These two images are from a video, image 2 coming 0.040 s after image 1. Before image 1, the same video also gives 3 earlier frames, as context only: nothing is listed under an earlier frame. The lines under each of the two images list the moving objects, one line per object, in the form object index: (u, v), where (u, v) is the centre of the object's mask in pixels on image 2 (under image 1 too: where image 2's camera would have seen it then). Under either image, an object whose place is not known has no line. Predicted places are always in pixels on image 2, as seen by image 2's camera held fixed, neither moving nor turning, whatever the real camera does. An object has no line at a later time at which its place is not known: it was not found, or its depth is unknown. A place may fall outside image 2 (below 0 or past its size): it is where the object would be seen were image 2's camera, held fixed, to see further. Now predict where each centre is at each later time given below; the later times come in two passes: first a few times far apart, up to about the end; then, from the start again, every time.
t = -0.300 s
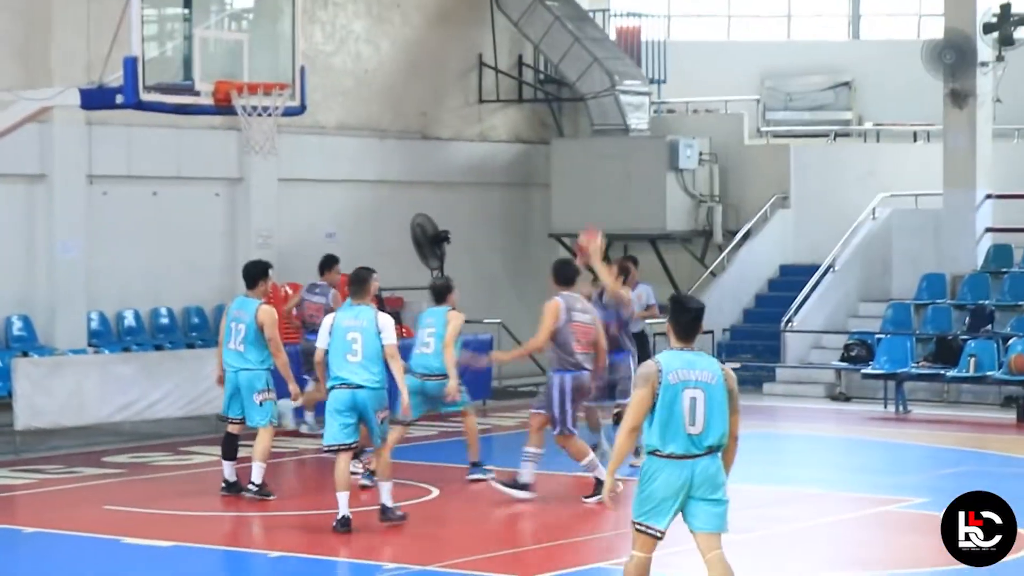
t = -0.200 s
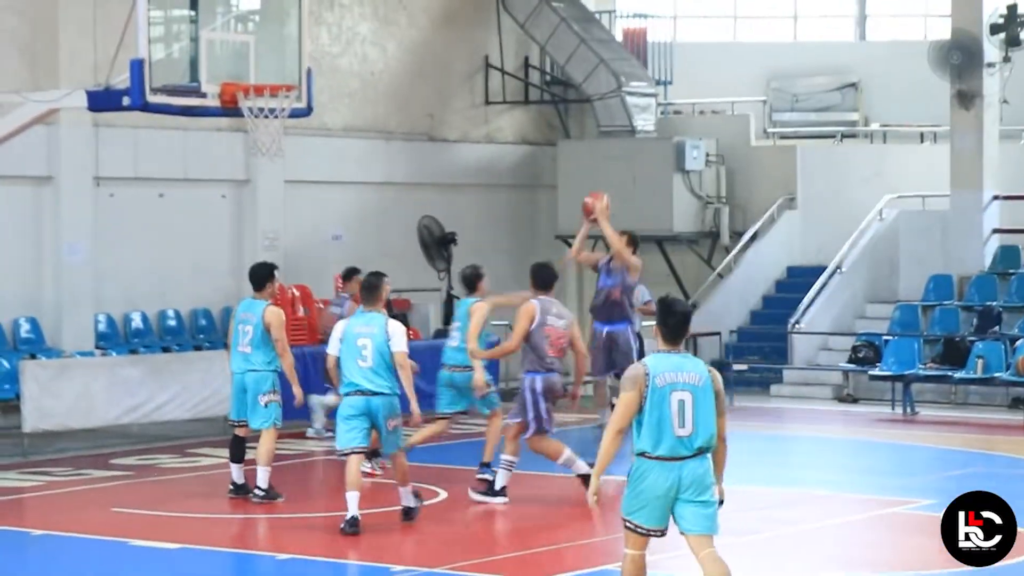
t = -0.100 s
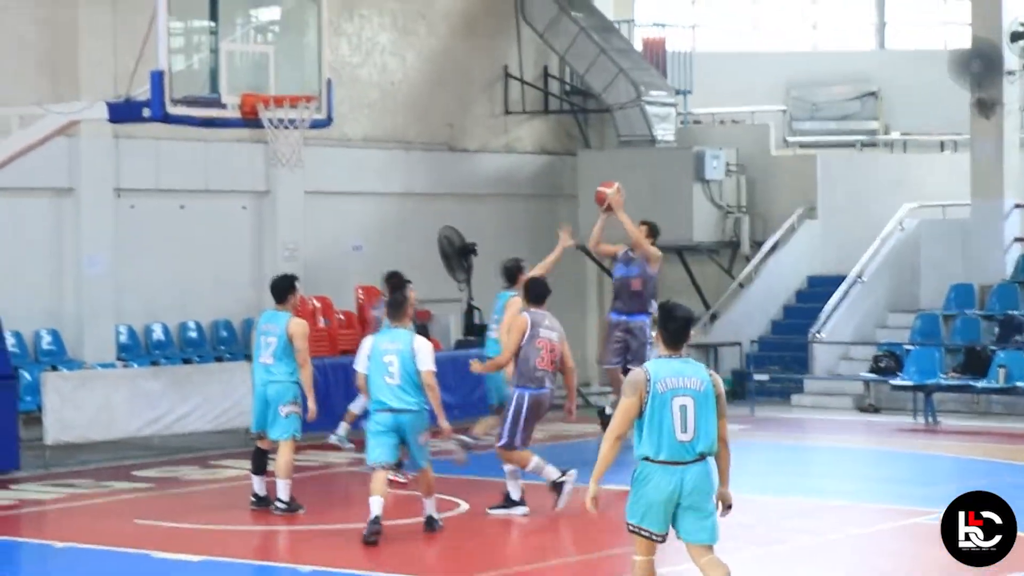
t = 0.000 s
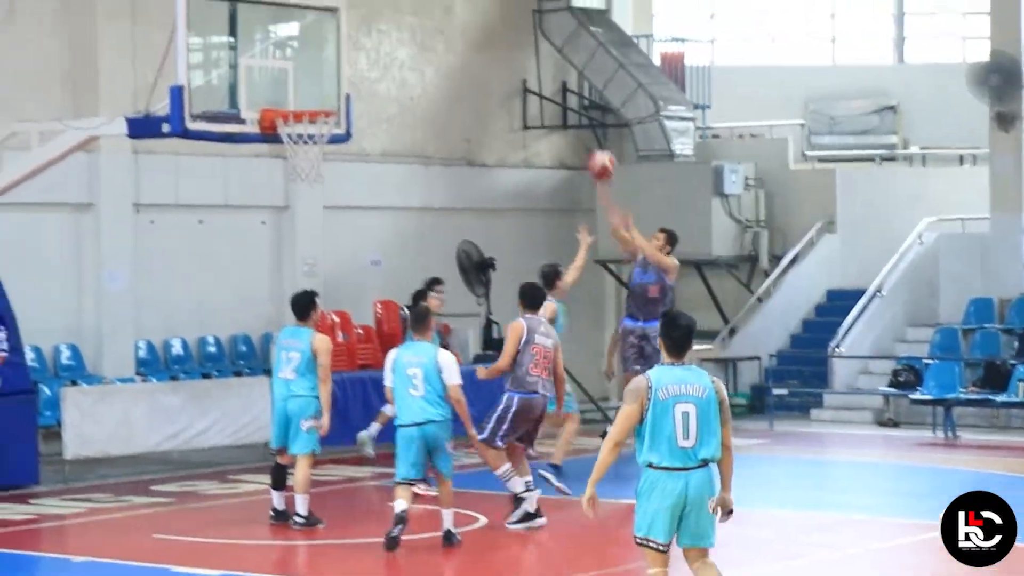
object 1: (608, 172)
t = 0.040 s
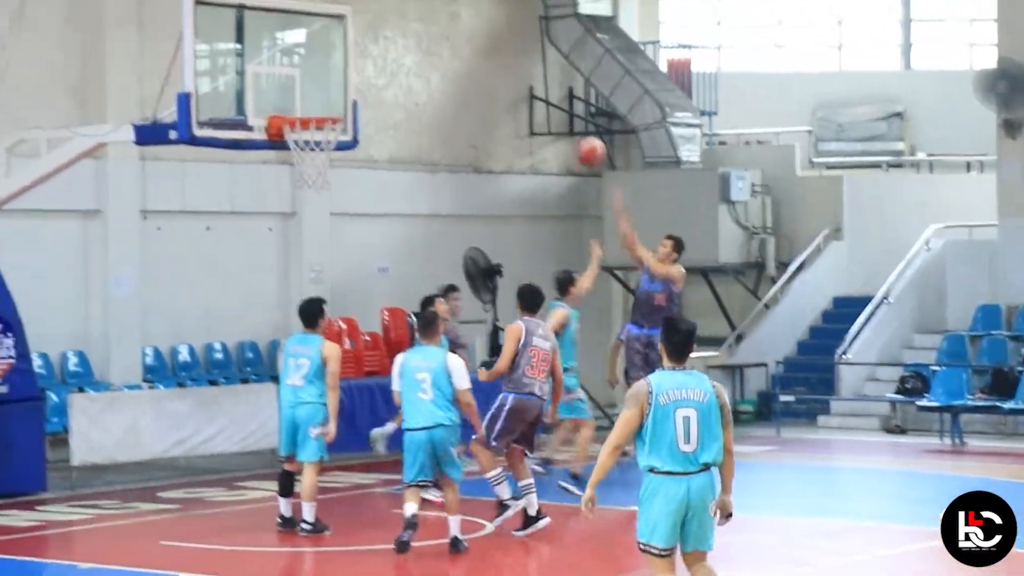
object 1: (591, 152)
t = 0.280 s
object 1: (481, 66)
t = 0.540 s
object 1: (361, 46)
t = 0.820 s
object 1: (298, 104)
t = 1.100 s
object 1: (372, 80)
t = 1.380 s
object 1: (429, 131)
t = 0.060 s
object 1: (583, 141)
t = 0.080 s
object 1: (573, 132)
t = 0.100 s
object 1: (564, 124)
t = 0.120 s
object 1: (555, 116)
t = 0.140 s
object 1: (546, 108)
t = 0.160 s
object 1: (536, 100)
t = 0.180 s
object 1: (527, 94)
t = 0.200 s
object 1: (518, 86)
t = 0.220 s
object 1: (509, 80)
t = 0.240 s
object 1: (500, 75)
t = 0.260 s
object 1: (490, 70)
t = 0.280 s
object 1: (481, 66)
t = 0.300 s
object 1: (473, 61)
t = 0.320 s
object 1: (463, 57)
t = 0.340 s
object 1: (454, 54)
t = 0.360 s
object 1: (445, 51)
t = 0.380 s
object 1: (435, 48)
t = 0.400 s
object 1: (426, 46)
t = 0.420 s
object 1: (417, 45)
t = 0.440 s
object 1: (408, 44)
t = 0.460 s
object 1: (398, 43)
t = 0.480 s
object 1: (389, 44)
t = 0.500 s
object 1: (379, 44)
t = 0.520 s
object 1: (370, 45)
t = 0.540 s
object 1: (361, 46)
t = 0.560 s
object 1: (351, 49)
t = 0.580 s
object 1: (342, 51)
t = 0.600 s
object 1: (332, 54)
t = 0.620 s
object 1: (323, 57)
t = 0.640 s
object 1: (313, 61)
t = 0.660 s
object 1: (303, 66)
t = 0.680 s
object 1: (301, 70)
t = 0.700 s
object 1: (300, 73)
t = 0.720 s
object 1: (300, 78)
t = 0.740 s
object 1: (299, 83)
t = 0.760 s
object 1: (299, 90)
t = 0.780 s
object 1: (297, 95)
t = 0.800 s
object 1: (297, 101)
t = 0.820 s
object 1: (298, 104)
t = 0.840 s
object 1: (307, 104)
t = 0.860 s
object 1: (316, 104)
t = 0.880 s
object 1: (326, 105)
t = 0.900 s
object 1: (332, 103)
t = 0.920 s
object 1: (335, 99)
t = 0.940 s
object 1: (339, 95)
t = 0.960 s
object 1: (343, 92)
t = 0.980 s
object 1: (348, 88)
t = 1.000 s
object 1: (352, 85)
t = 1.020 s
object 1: (356, 84)
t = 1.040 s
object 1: (361, 82)
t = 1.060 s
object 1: (365, 81)
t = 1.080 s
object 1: (368, 80)
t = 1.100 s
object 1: (372, 80)
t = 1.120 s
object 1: (377, 81)
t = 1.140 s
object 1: (381, 81)
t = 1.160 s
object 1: (385, 83)
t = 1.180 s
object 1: (389, 84)
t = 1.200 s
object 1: (393, 87)
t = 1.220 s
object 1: (396, 90)
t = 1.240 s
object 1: (400, 93)
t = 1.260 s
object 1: (405, 98)
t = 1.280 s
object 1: (410, 103)
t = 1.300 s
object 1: (413, 107)
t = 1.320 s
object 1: (418, 113)
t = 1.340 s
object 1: (420, 118)
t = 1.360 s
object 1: (425, 125)
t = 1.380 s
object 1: (429, 131)
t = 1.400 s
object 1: (433, 139)
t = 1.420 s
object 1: (437, 148)
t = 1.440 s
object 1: (441, 155)
